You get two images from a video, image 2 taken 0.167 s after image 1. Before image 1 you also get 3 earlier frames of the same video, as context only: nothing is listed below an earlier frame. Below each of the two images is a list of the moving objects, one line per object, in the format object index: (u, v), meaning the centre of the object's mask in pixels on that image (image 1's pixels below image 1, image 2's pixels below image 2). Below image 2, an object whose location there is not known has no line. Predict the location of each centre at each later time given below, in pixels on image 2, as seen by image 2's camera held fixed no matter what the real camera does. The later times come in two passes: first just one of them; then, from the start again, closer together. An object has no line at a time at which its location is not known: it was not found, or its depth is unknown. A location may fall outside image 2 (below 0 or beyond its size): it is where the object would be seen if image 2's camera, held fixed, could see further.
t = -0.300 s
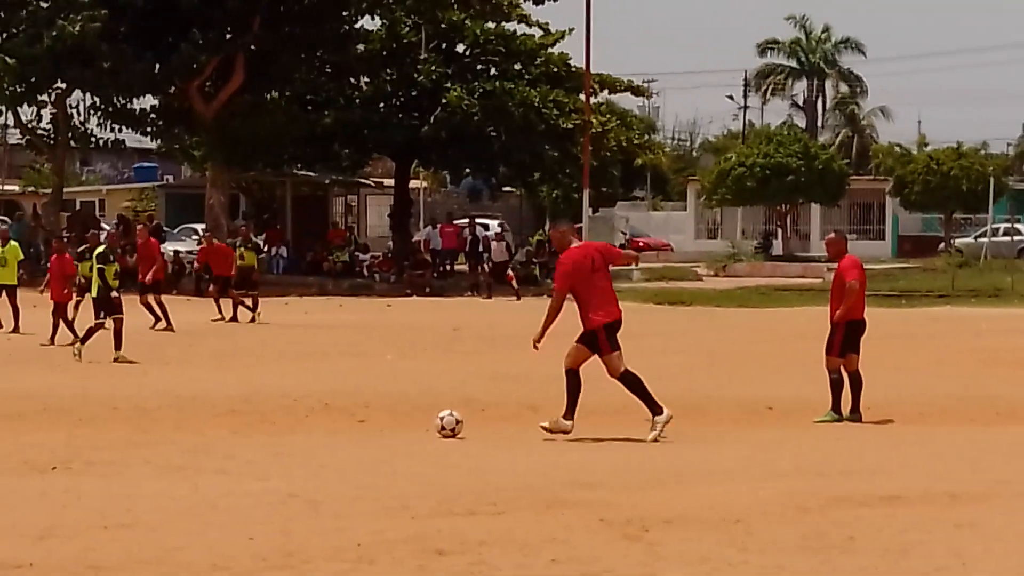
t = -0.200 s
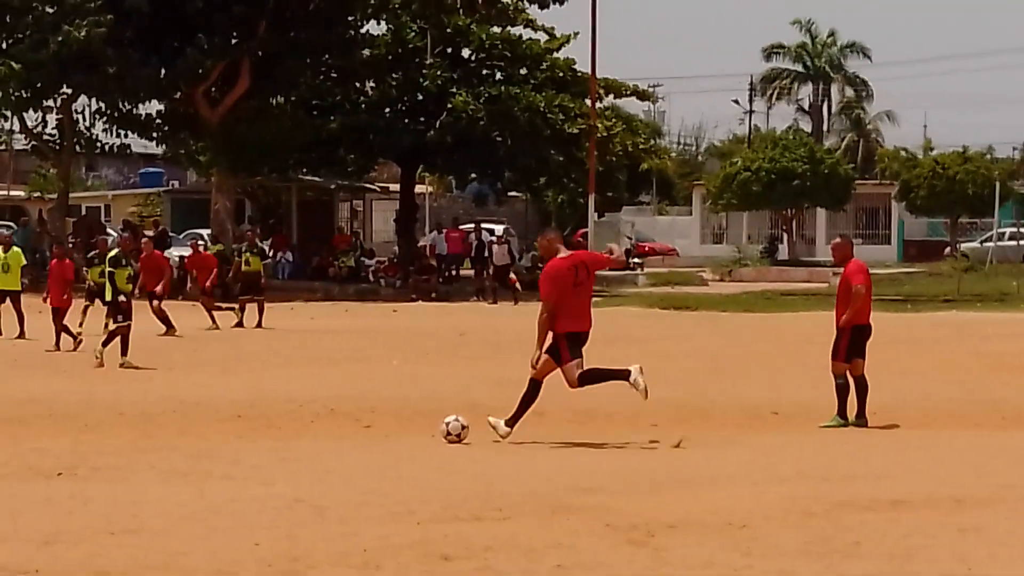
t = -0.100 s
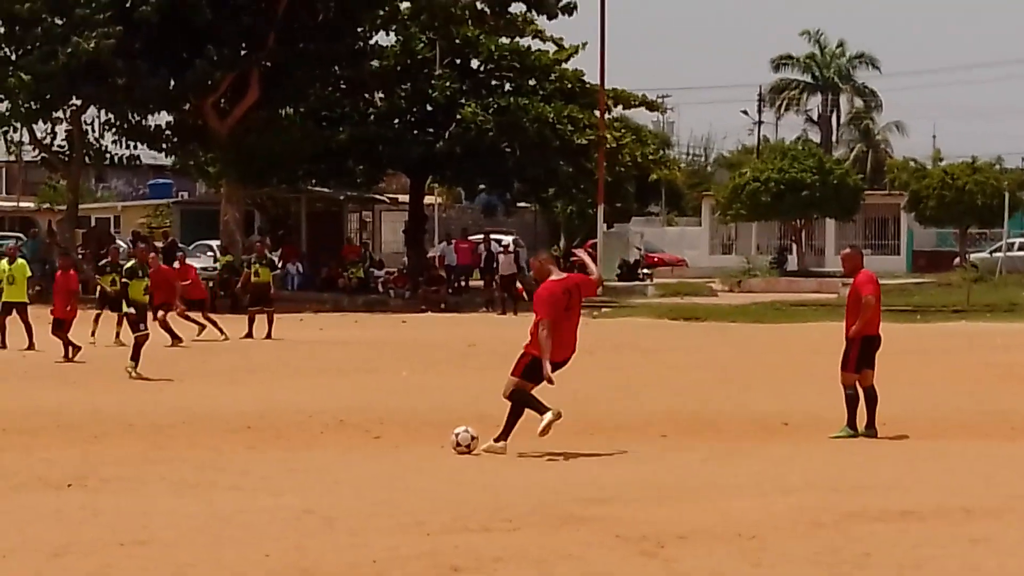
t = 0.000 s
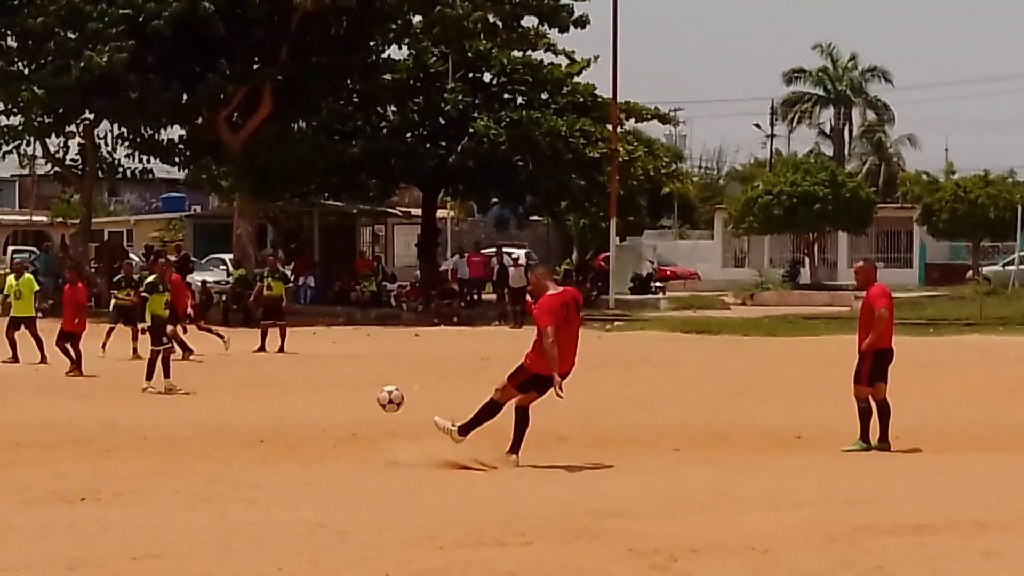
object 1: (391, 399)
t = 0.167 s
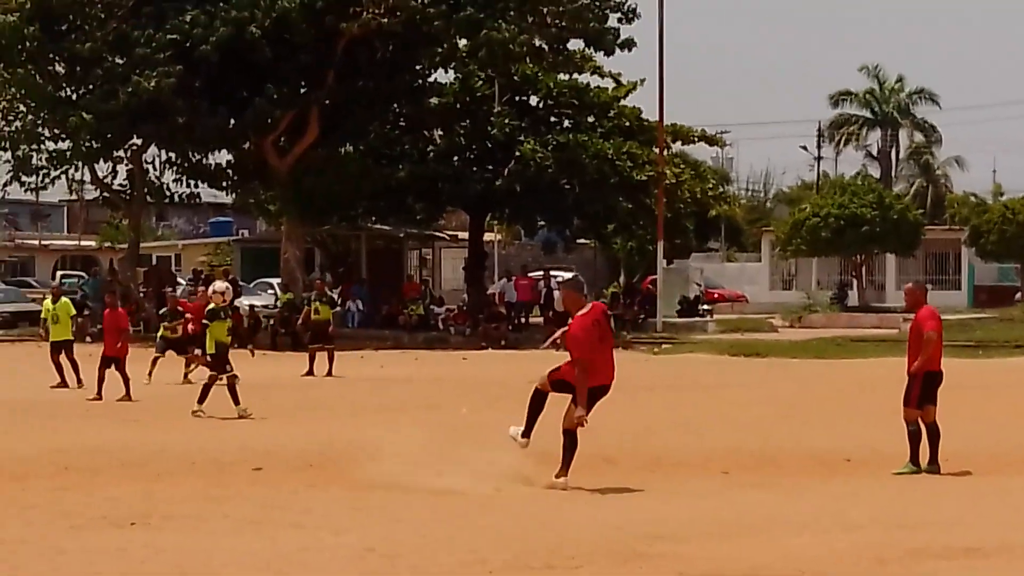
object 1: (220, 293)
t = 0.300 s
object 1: (85, 223)
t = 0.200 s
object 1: (184, 273)
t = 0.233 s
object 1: (149, 256)
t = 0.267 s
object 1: (116, 239)
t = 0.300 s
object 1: (85, 223)
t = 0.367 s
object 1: (26, 199)
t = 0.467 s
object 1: (-54, 169)
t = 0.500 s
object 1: (-79, 160)
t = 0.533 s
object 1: (-104, 153)
